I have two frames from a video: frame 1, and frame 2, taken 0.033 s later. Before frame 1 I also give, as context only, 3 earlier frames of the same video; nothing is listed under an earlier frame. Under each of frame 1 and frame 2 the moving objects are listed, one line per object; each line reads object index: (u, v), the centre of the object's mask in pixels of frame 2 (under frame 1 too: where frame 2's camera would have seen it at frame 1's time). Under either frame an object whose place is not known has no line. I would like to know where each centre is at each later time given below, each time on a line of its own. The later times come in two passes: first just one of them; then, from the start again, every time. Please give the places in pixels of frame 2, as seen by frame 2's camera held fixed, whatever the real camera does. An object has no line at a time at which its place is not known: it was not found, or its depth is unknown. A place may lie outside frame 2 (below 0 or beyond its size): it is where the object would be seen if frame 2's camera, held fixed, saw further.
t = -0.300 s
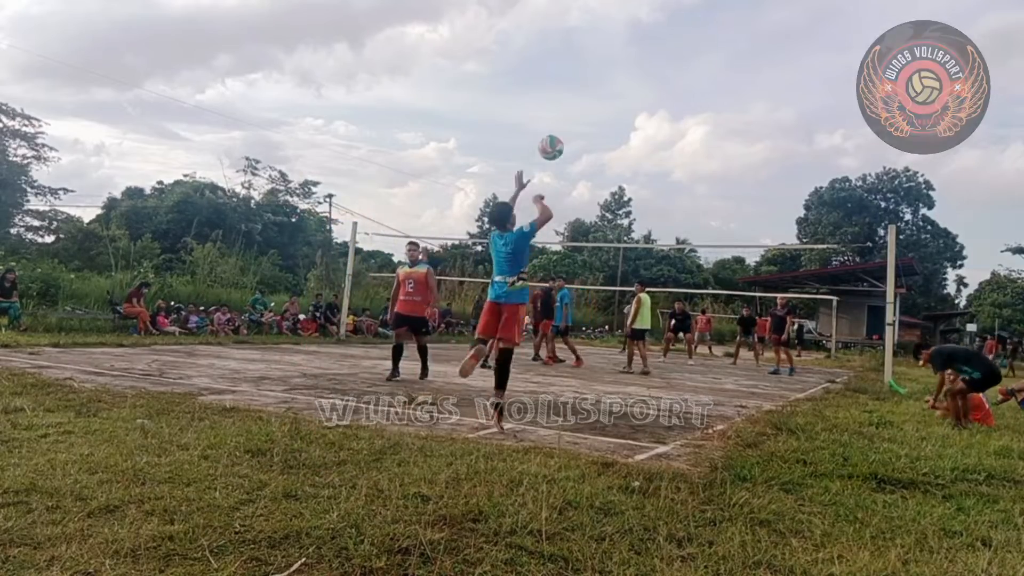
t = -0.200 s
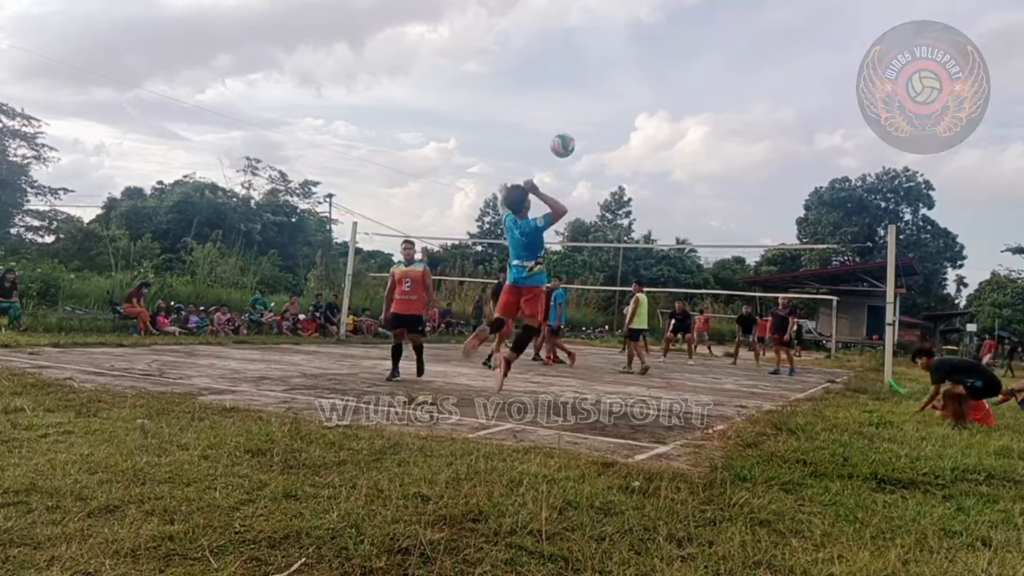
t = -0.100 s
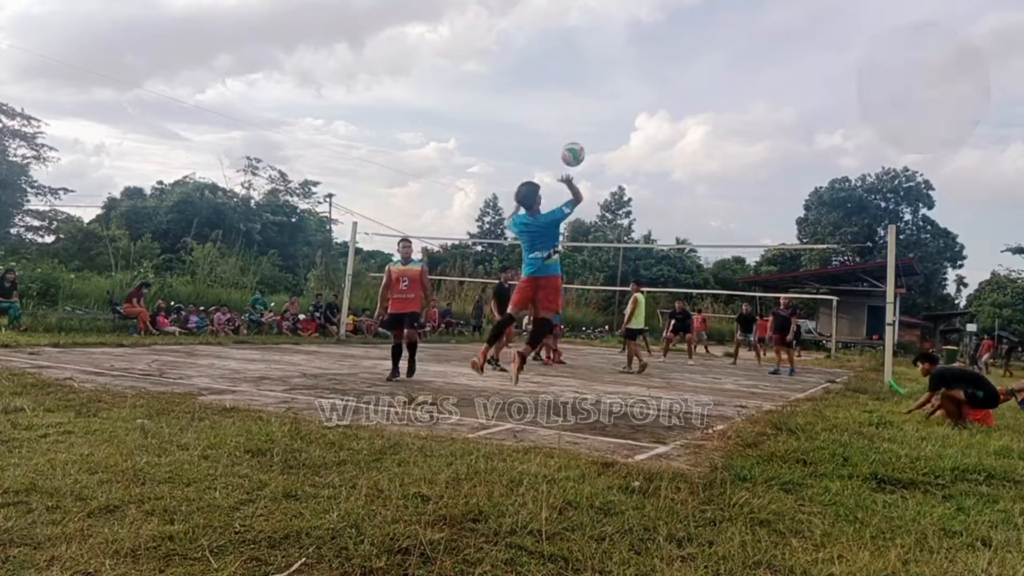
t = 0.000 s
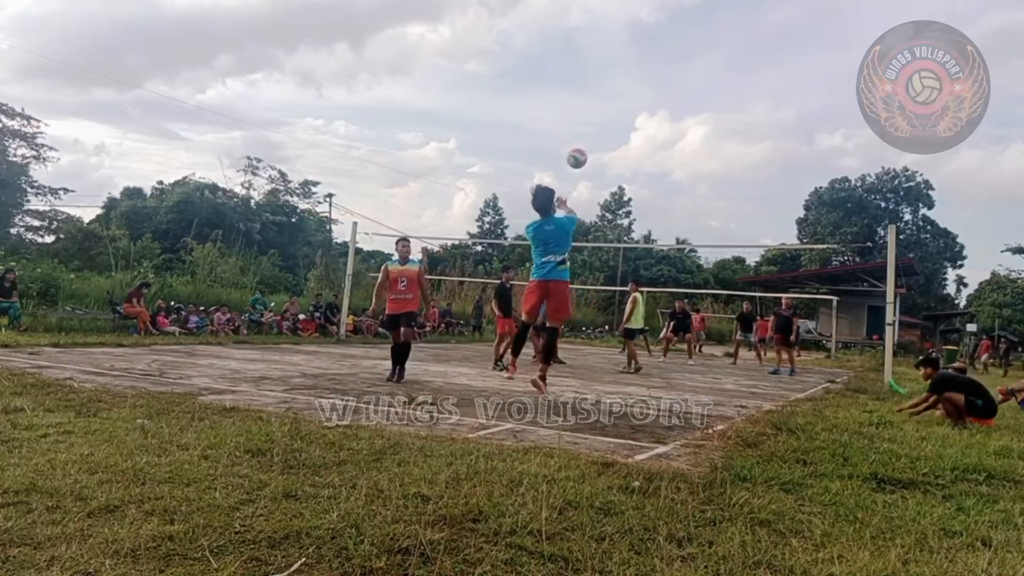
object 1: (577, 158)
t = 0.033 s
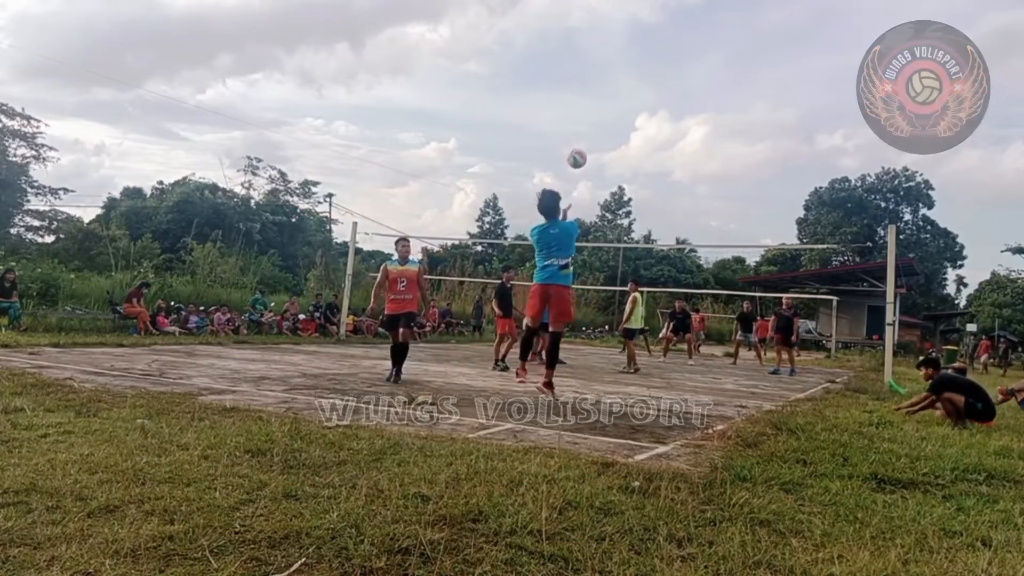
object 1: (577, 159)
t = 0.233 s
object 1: (575, 173)
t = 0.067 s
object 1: (577, 160)
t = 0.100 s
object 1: (577, 162)
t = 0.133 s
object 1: (577, 166)
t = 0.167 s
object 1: (576, 169)
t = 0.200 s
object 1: (576, 169)
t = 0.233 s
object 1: (575, 173)
